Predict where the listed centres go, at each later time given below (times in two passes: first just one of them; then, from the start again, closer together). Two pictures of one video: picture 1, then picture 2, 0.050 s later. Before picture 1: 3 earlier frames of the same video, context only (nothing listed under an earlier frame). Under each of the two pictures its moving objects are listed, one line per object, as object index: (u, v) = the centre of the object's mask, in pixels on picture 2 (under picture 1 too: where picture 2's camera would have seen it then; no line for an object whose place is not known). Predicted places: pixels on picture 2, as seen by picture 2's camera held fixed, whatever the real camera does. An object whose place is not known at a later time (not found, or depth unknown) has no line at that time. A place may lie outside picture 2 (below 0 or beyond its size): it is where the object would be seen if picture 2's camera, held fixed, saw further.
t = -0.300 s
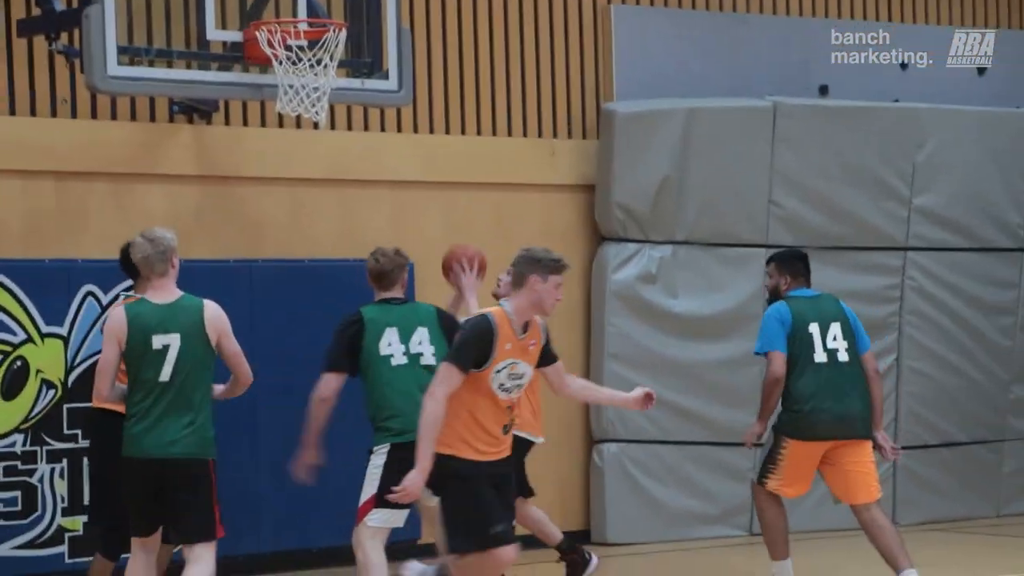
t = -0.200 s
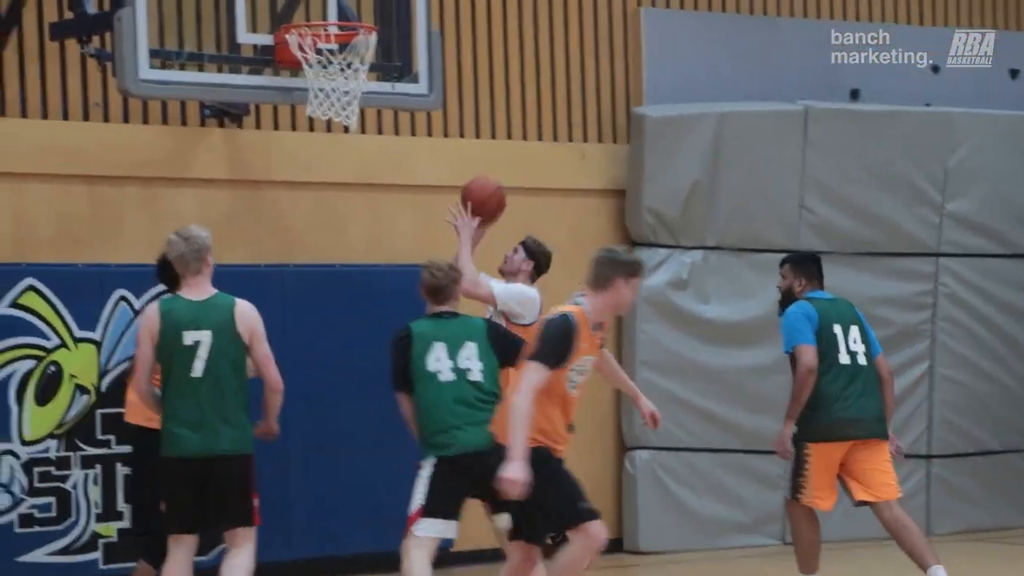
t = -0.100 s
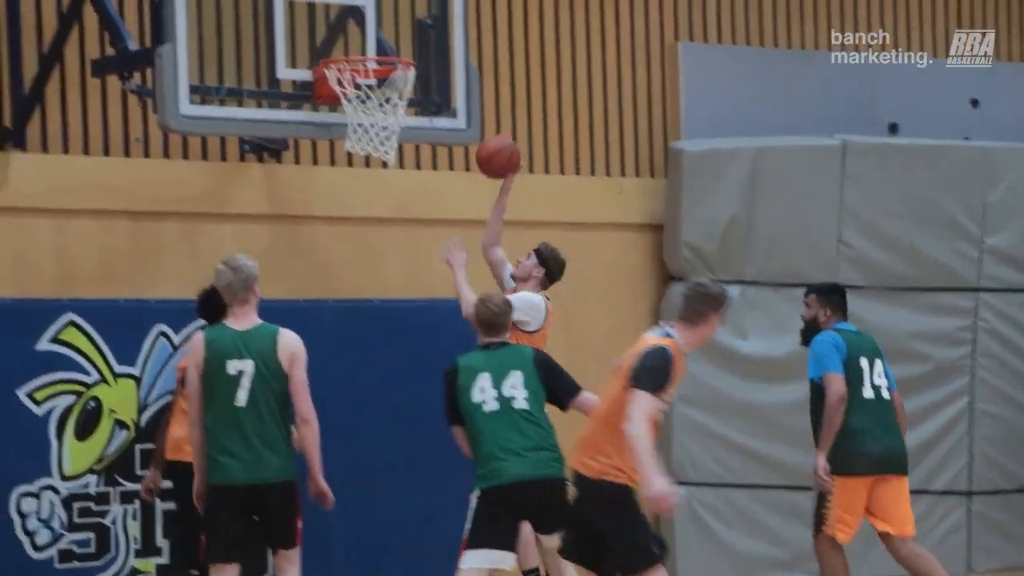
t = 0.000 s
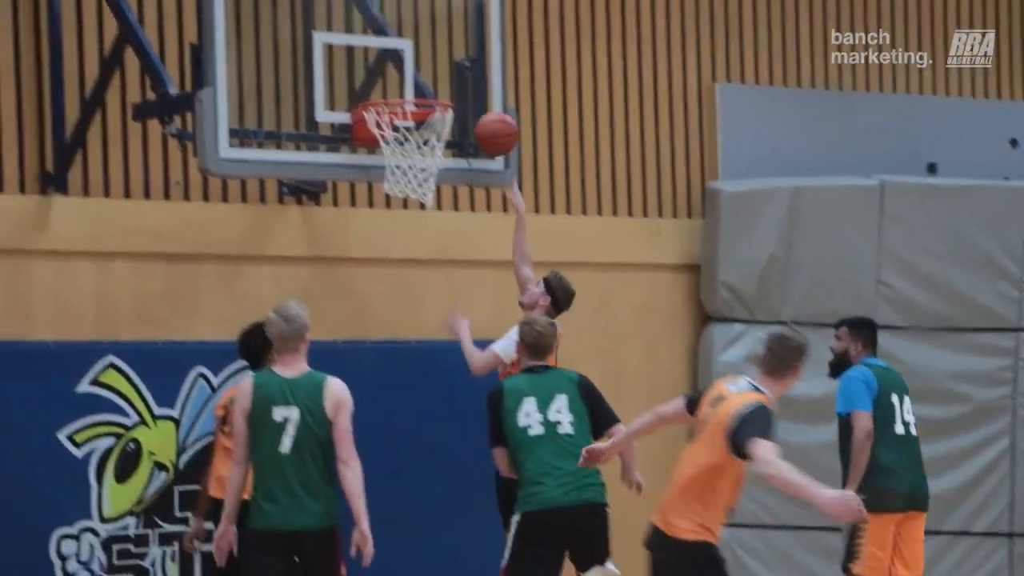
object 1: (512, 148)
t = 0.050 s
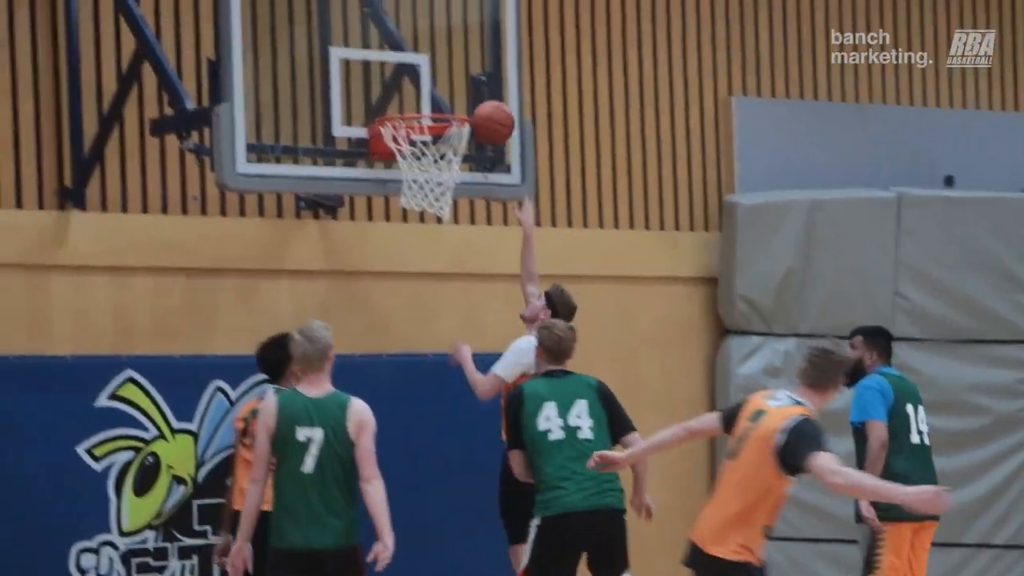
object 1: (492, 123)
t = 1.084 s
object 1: (439, 360)
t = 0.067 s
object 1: (486, 116)
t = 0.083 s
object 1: (480, 107)
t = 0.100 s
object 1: (473, 101)
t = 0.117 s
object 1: (466, 96)
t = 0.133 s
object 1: (463, 93)
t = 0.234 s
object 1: (458, 82)
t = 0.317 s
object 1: (453, 86)
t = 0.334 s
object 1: (453, 88)
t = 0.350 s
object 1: (452, 92)
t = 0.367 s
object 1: (452, 94)
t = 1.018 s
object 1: (433, 310)
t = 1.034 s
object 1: (434, 321)
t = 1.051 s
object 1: (436, 333)
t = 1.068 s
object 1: (438, 347)
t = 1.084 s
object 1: (439, 360)
